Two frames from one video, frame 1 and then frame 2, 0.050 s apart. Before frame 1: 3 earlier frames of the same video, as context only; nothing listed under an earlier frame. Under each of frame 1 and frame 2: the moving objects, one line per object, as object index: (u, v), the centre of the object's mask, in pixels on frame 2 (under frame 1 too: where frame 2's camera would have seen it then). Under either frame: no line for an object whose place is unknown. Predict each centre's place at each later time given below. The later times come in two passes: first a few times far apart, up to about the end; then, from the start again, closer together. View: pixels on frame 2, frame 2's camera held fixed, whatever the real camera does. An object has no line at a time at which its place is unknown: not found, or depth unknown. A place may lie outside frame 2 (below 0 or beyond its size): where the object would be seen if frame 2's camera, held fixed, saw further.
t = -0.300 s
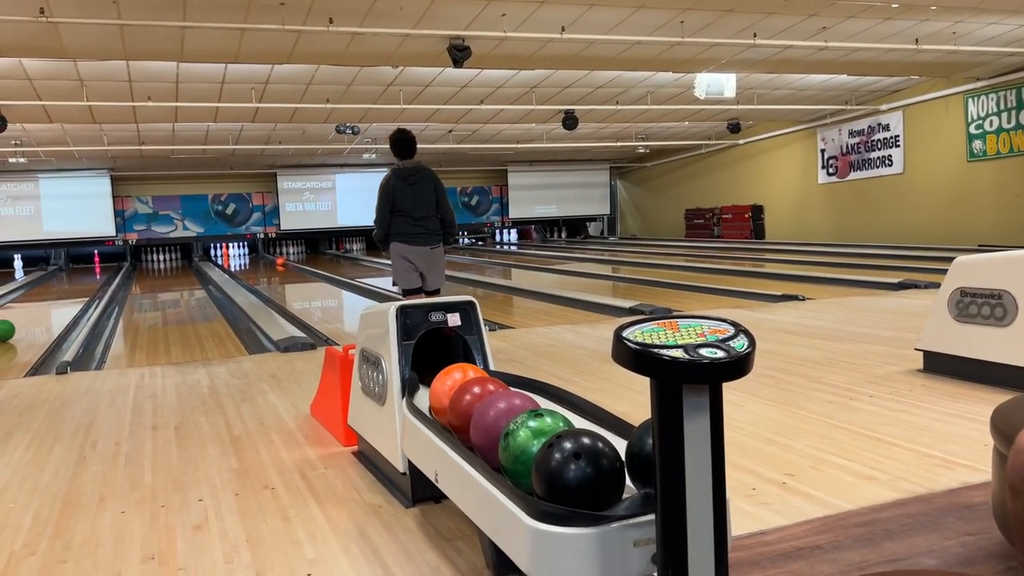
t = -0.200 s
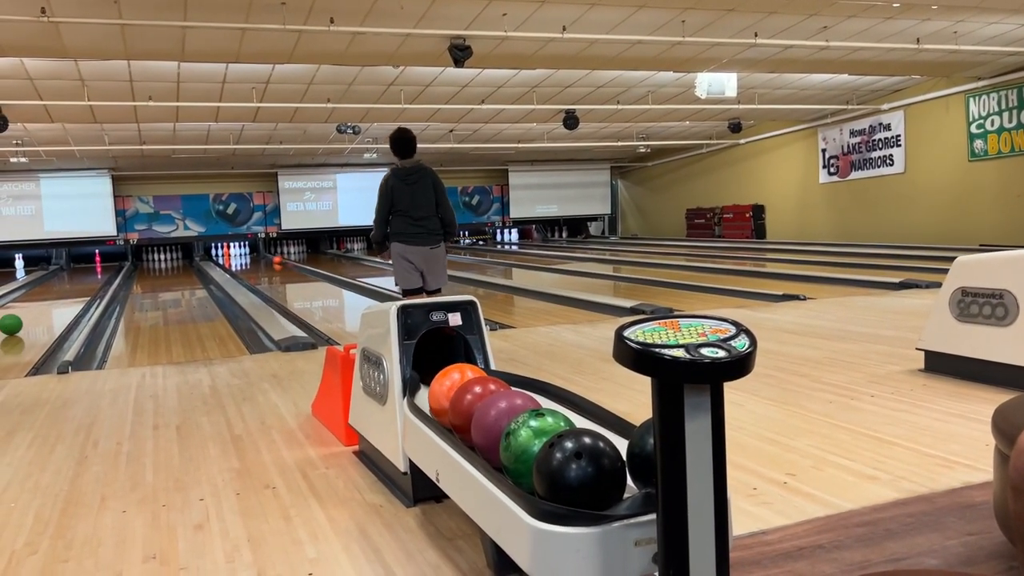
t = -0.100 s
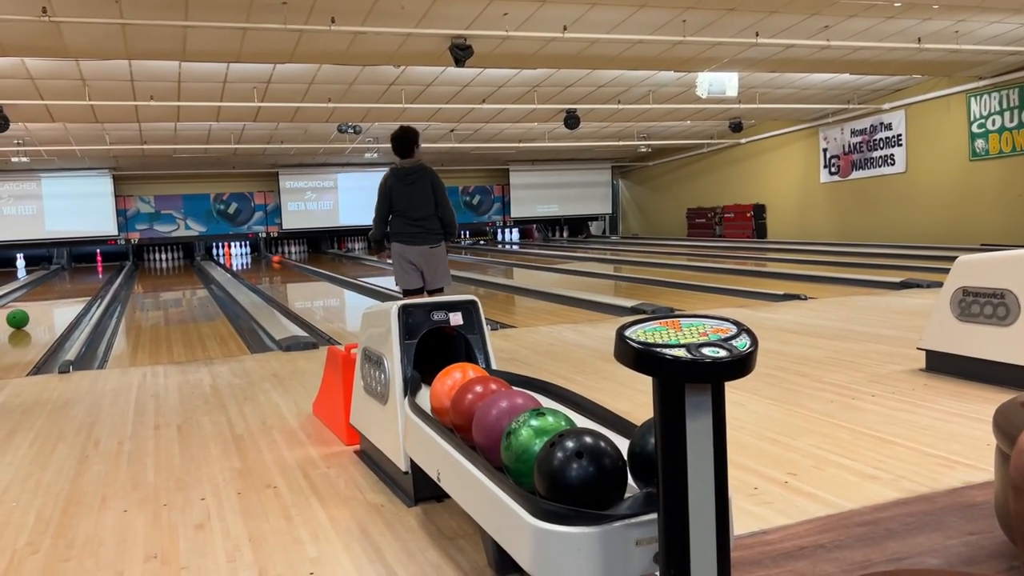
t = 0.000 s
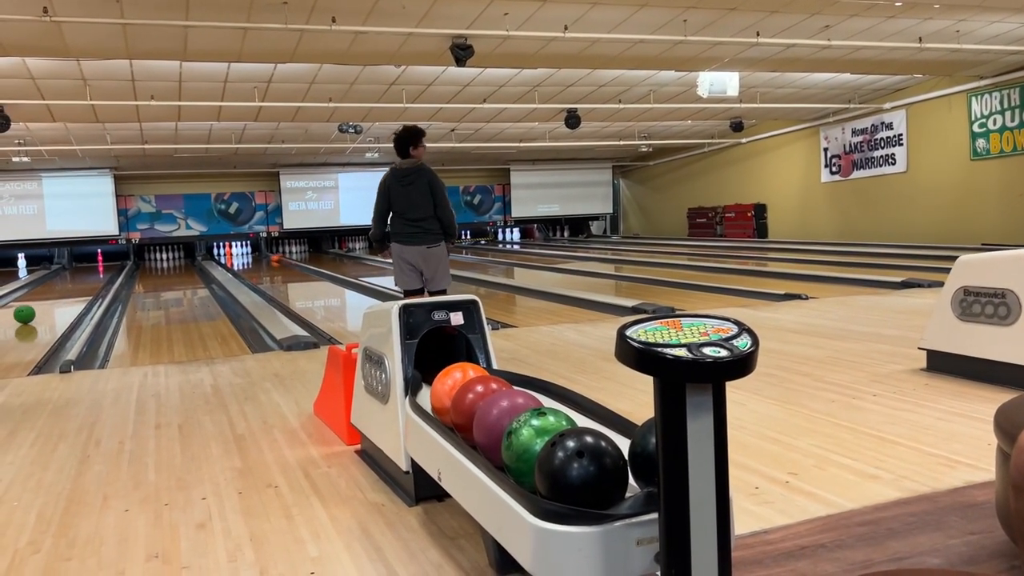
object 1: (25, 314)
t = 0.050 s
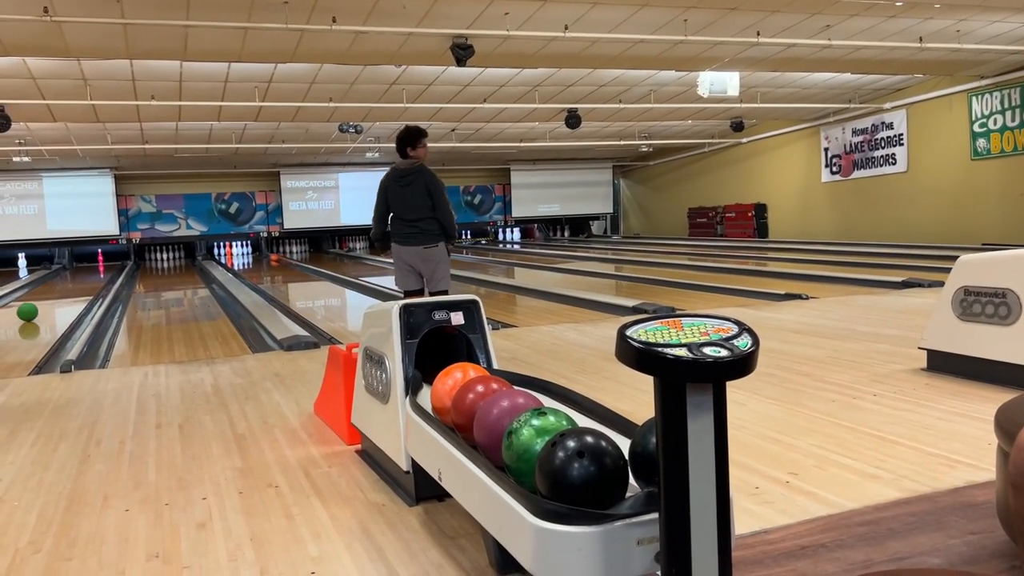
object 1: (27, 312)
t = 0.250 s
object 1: (36, 304)
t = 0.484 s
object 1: (45, 297)
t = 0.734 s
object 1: (52, 291)
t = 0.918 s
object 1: (57, 287)
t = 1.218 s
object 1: (63, 282)
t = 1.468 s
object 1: (68, 278)
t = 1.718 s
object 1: (72, 275)
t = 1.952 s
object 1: (76, 273)
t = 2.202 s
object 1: (79, 270)
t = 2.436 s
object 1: (82, 268)
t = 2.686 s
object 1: (85, 266)
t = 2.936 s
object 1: (88, 264)
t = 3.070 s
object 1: (89, 263)
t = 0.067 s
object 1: (28, 311)
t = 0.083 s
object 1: (29, 310)
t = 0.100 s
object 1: (29, 310)
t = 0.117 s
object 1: (30, 309)
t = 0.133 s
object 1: (31, 308)
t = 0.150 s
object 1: (32, 308)
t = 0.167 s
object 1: (33, 307)
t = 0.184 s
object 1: (33, 306)
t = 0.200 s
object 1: (34, 306)
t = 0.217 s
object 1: (35, 305)
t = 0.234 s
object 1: (35, 305)
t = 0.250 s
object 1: (36, 304)
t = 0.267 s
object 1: (37, 304)
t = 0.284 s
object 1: (37, 303)
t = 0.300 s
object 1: (38, 302)
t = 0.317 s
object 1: (39, 302)
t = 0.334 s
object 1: (39, 302)
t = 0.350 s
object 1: (40, 301)
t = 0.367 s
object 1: (41, 300)
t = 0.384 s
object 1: (41, 300)
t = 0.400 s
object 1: (42, 299)
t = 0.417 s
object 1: (42, 299)
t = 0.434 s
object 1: (43, 298)
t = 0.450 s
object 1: (44, 298)
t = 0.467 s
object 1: (44, 297)
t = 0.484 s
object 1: (45, 297)
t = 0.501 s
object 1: (45, 297)
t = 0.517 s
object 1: (46, 296)
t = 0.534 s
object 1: (46, 296)
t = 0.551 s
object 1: (47, 295)
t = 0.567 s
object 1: (47, 295)
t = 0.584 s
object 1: (48, 295)
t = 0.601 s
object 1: (48, 294)
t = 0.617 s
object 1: (49, 294)
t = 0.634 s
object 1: (49, 293)
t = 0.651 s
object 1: (50, 293)
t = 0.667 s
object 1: (50, 292)
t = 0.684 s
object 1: (51, 292)
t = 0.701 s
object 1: (51, 292)
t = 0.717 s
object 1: (52, 291)
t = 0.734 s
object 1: (52, 291)
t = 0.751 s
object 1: (53, 291)
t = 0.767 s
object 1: (53, 290)
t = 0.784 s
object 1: (54, 290)
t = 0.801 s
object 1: (54, 290)
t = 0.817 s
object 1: (55, 290)
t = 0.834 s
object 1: (55, 289)
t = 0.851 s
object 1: (56, 289)
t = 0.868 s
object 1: (56, 288)
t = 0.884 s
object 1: (56, 288)
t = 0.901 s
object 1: (57, 287)
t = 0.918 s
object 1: (57, 287)
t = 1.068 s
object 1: (61, 284)
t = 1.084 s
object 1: (61, 284)
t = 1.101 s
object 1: (61, 284)
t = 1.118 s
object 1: (61, 284)
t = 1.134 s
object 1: (62, 283)
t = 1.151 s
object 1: (62, 283)
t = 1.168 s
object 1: (63, 283)
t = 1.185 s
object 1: (63, 282)
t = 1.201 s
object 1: (63, 282)
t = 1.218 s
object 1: (63, 282)
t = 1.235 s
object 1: (64, 282)
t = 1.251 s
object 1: (64, 281)
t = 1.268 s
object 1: (64, 281)
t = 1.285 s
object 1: (64, 281)
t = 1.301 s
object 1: (65, 280)
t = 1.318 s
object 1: (65, 280)
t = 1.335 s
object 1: (65, 280)
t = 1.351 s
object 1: (66, 280)
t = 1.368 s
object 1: (66, 279)
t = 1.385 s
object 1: (66, 279)
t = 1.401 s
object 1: (67, 279)
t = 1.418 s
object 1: (67, 279)
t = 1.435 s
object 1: (68, 278)
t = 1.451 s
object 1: (68, 278)
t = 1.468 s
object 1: (68, 278)
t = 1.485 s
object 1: (68, 278)
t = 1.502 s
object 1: (69, 277)
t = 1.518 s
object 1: (69, 277)
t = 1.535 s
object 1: (69, 277)
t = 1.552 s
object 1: (70, 277)
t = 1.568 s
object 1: (70, 277)
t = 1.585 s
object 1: (70, 276)
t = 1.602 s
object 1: (71, 276)
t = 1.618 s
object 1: (70, 276)
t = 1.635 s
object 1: (71, 276)
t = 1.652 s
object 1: (71, 275)
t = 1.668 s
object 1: (72, 275)
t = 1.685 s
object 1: (72, 275)
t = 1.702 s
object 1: (72, 275)
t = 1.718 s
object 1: (72, 275)
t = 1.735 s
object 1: (73, 275)
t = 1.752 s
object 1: (73, 274)
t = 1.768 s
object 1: (73, 274)
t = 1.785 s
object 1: (73, 274)
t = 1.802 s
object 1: (74, 274)
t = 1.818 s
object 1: (74, 274)
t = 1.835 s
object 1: (74, 274)
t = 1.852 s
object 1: (74, 273)
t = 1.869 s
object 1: (75, 273)
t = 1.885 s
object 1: (75, 273)
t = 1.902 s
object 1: (75, 273)
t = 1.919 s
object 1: (75, 273)
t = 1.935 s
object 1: (75, 273)
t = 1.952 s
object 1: (76, 273)
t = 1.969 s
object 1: (76, 273)
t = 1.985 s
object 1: (76, 272)
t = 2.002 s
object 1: (76, 272)
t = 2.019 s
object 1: (76, 272)
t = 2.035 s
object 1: (76, 272)
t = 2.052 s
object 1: (77, 272)
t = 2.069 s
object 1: (77, 271)
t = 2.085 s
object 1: (77, 271)
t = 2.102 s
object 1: (78, 271)
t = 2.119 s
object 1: (78, 271)
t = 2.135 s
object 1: (78, 271)
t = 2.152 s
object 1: (78, 271)
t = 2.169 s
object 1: (78, 270)
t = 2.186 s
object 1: (79, 270)
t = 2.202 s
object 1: (79, 270)
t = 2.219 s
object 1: (79, 270)
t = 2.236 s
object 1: (80, 269)
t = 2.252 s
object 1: (80, 269)
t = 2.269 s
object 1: (80, 269)
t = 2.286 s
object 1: (80, 269)
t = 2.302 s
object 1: (80, 269)
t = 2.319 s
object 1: (80, 269)
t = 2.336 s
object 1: (81, 269)
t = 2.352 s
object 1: (81, 269)
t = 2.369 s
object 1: (81, 269)
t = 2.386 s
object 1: (81, 268)
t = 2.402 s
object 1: (82, 268)
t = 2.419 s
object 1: (82, 268)
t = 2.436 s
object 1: (82, 268)
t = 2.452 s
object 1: (83, 268)
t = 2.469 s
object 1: (83, 267)
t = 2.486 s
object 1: (83, 267)
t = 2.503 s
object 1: (83, 267)
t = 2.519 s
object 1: (83, 267)
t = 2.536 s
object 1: (83, 267)
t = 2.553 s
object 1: (83, 267)
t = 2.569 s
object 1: (84, 266)
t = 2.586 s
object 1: (84, 266)
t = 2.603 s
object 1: (84, 266)
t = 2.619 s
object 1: (84, 266)
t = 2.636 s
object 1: (84, 266)
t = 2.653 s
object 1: (85, 266)
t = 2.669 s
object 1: (85, 266)
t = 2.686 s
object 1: (85, 266)
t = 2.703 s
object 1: (85, 266)
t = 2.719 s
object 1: (85, 266)
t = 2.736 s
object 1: (85, 265)
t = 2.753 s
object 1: (86, 265)
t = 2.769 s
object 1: (86, 265)
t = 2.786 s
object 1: (86, 265)
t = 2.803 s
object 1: (86, 265)
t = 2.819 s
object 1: (87, 264)
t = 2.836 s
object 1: (87, 265)
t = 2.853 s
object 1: (87, 265)
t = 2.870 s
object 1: (87, 264)
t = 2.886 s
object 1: (87, 264)
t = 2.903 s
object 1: (87, 264)
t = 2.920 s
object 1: (88, 264)
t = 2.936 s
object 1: (88, 264)
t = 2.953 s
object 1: (88, 264)
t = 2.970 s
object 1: (88, 264)
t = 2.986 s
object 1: (88, 264)
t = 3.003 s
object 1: (88, 263)
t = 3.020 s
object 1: (89, 263)
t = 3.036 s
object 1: (89, 263)
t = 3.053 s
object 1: (89, 263)
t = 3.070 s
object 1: (89, 263)
